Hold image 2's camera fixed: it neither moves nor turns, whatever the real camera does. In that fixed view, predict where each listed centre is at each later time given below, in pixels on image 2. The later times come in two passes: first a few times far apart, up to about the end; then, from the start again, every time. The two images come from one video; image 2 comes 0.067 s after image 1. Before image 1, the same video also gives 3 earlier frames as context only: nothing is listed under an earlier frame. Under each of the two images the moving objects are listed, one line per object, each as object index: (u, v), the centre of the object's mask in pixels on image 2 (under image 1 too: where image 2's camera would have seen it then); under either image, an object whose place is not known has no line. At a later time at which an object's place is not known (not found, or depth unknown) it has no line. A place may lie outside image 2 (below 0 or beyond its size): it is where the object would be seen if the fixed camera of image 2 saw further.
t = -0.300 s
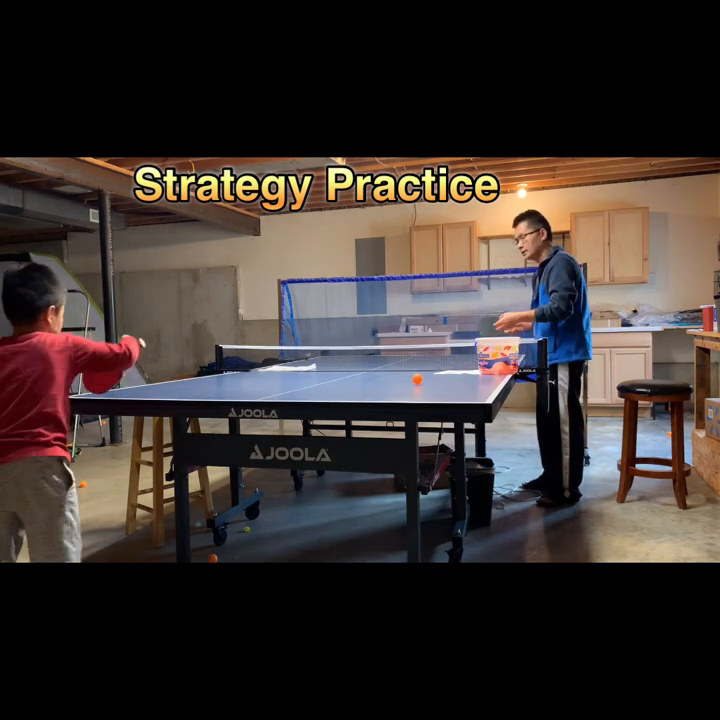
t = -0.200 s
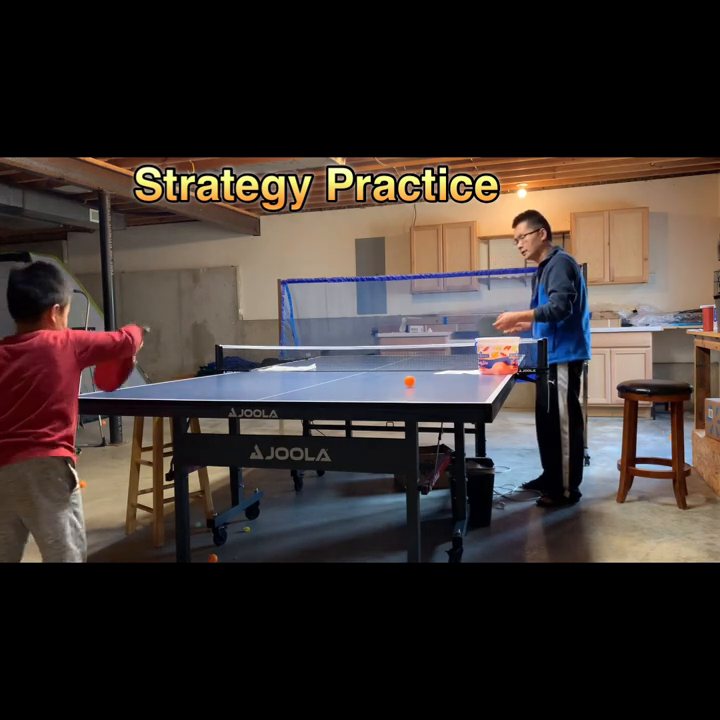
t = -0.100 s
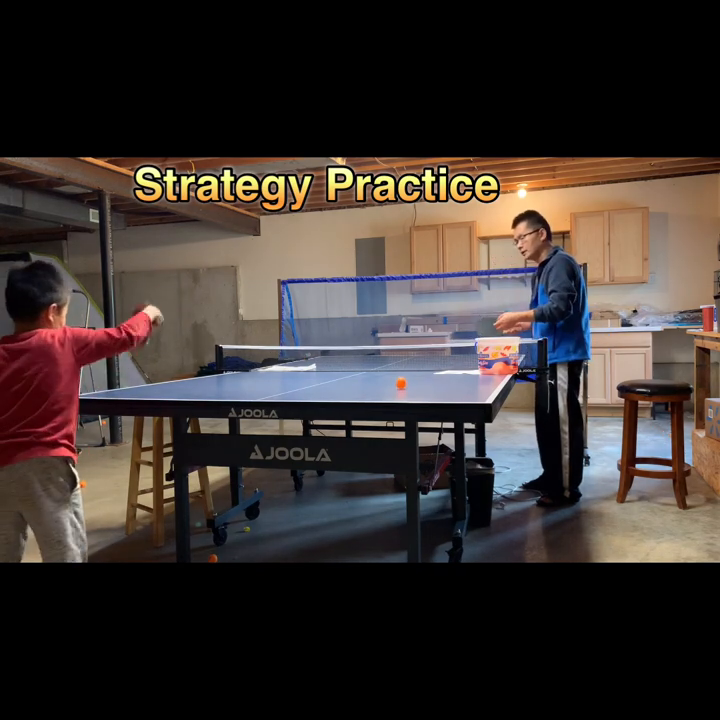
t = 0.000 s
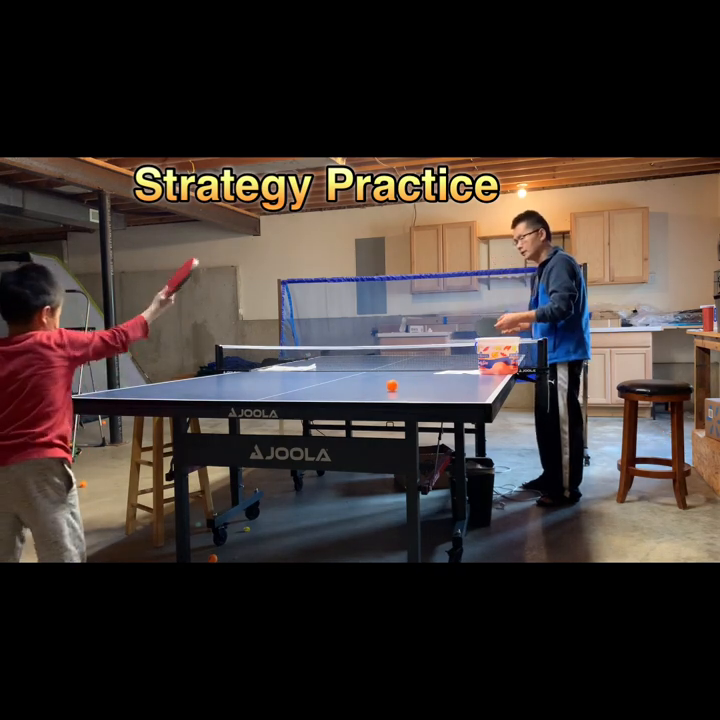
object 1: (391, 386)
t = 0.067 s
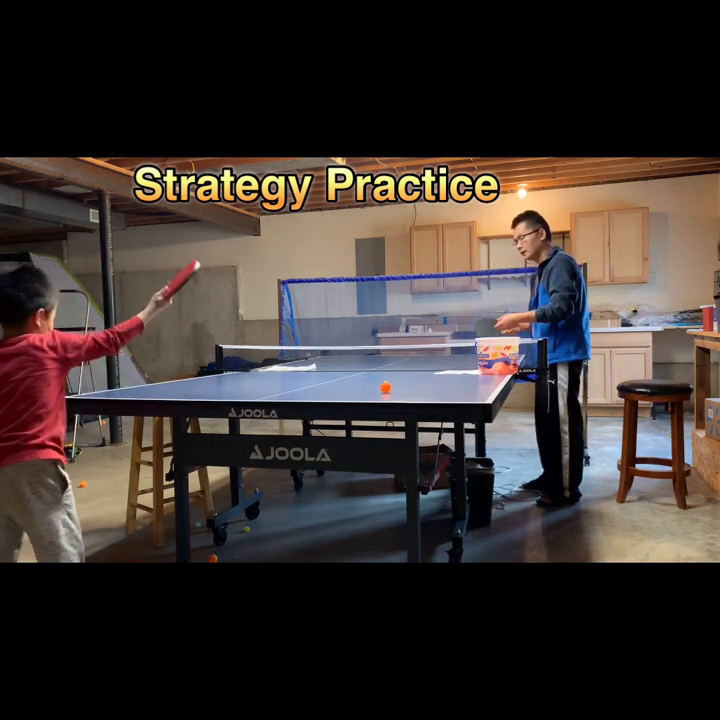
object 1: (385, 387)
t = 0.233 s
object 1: (369, 391)
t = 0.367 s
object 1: (354, 394)
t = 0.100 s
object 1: (382, 388)
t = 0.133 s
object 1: (379, 389)
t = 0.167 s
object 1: (375, 390)
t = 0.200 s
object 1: (372, 390)
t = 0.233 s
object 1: (369, 391)
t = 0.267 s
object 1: (365, 392)
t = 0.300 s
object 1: (361, 393)
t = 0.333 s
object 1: (358, 394)
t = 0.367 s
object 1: (354, 394)
